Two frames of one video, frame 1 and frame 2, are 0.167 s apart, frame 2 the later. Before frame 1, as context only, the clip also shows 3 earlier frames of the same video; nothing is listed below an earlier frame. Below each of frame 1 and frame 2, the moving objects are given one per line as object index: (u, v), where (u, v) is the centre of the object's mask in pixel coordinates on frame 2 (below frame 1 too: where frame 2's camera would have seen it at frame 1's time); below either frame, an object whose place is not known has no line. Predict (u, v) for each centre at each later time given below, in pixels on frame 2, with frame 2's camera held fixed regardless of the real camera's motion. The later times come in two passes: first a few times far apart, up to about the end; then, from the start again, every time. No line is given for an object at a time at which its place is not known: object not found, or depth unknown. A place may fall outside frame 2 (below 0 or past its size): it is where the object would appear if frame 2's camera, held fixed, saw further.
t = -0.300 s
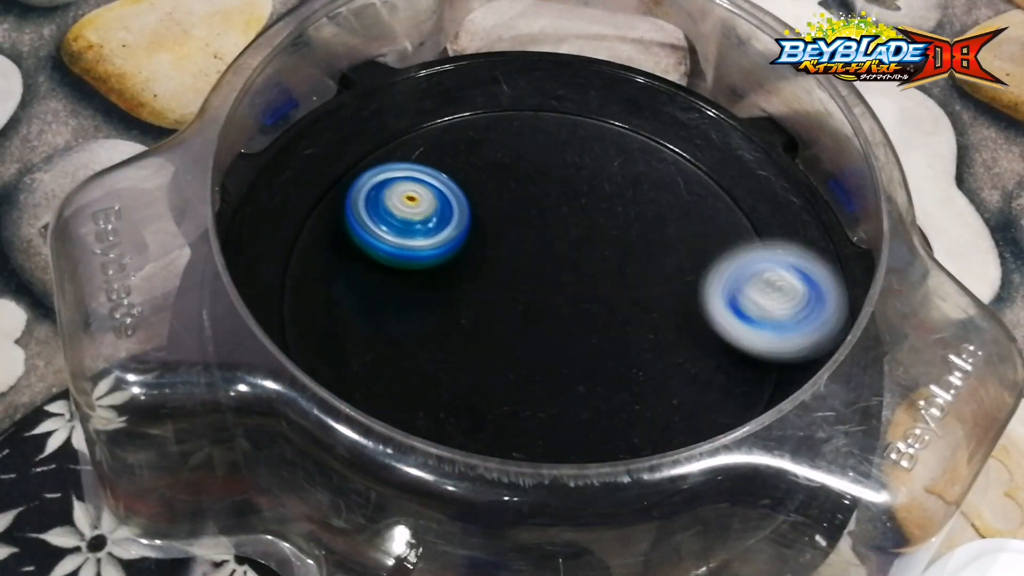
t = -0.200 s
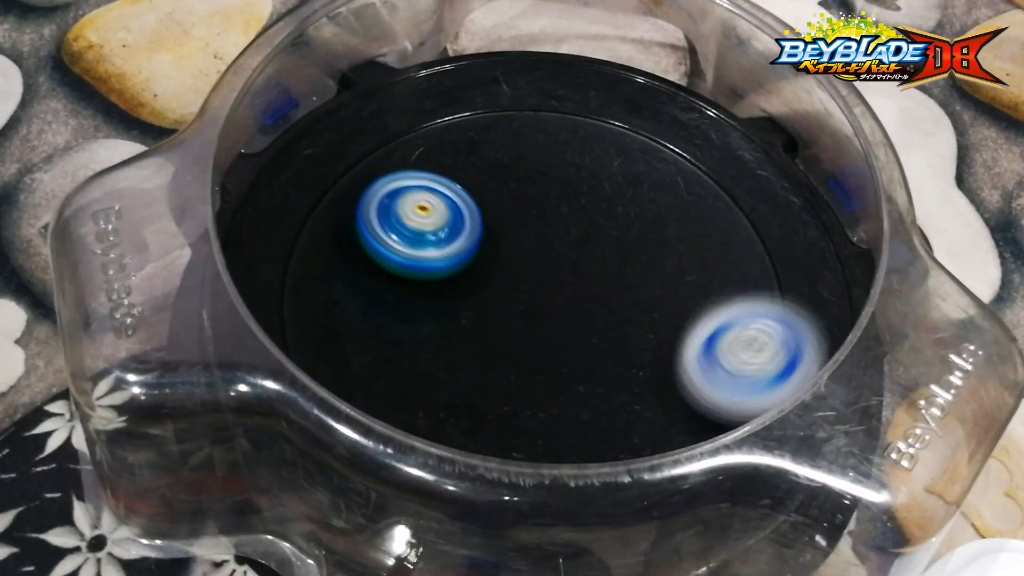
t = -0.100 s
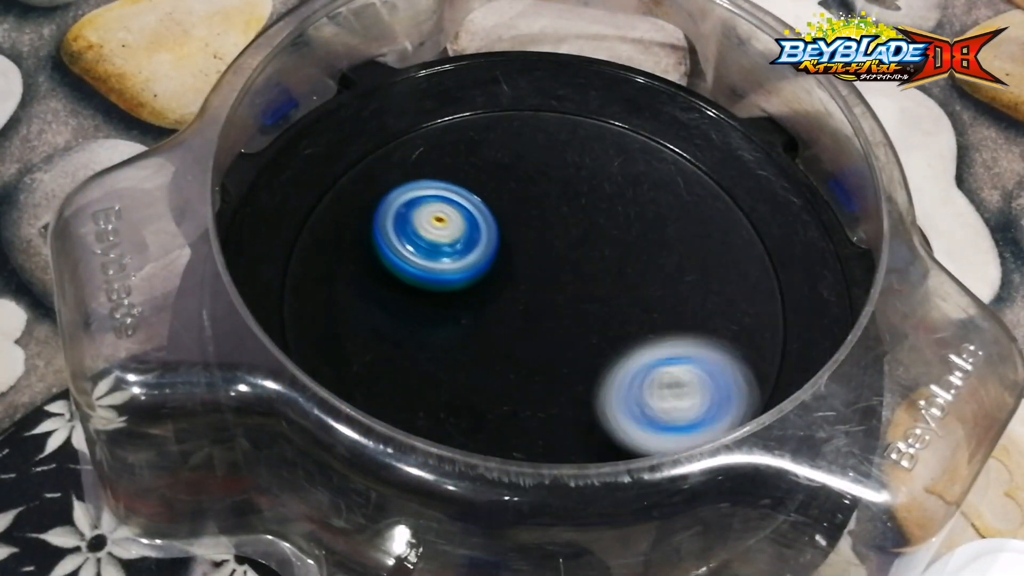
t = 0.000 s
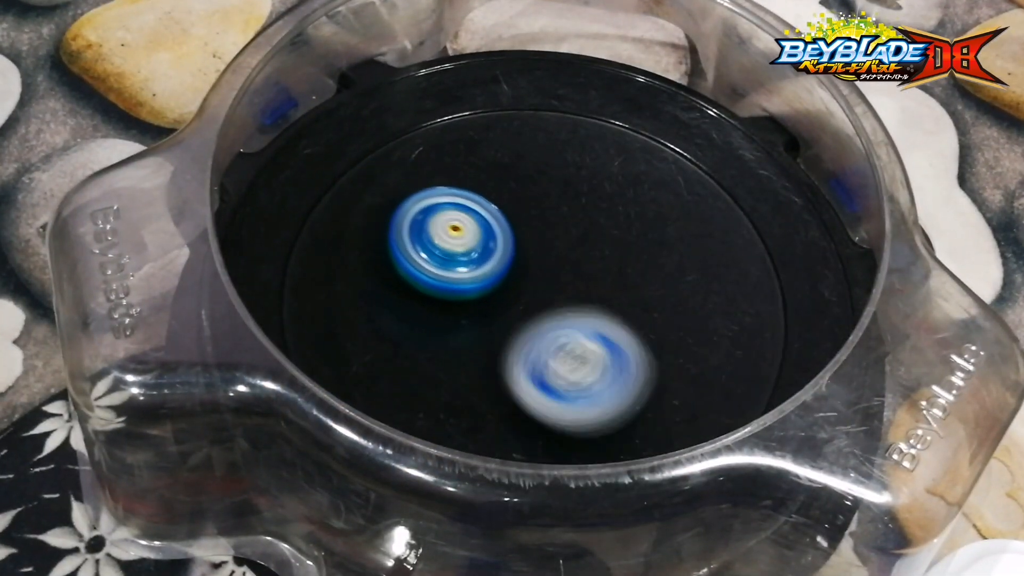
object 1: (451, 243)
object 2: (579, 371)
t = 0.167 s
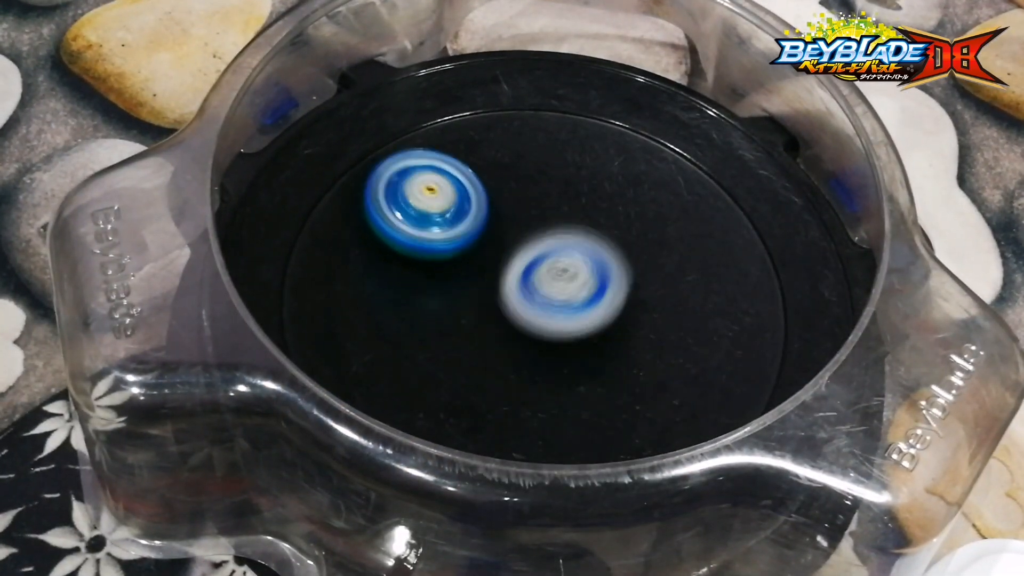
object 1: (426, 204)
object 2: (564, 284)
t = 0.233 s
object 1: (426, 202)
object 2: (595, 252)
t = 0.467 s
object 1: (468, 230)
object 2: (731, 266)
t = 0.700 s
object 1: (510, 249)
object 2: (577, 344)
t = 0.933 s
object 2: (442, 327)
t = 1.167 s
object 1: (588, 59)
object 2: (332, 307)
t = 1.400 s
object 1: (587, 95)
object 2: (436, 188)
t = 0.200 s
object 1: (424, 202)
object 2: (577, 268)
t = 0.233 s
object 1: (426, 202)
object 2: (595, 252)
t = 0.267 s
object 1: (429, 204)
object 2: (615, 238)
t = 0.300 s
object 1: (434, 207)
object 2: (636, 230)
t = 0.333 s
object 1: (439, 211)
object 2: (659, 227)
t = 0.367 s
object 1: (446, 215)
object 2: (682, 228)
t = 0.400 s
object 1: (453, 221)
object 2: (703, 234)
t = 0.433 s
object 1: (460, 225)
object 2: (721, 247)
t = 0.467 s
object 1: (468, 230)
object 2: (731, 266)
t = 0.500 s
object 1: (475, 235)
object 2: (732, 287)
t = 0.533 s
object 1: (482, 239)
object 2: (721, 309)
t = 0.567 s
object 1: (489, 243)
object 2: (701, 327)
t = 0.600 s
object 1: (496, 247)
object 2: (672, 341)
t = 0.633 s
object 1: (502, 250)
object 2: (639, 348)
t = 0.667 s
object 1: (508, 253)
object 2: (605, 346)
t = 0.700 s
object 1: (510, 249)
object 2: (577, 344)
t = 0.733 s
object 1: (508, 234)
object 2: (560, 353)
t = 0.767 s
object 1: (506, 224)
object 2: (542, 356)
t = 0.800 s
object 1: (507, 214)
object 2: (523, 352)
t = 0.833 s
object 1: (509, 209)
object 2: (503, 341)
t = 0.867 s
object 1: (510, 208)
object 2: (485, 323)
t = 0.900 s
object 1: (514, 204)
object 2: (468, 309)
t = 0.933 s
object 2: (442, 327)
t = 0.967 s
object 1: (547, 130)
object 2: (416, 344)
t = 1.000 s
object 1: (562, 100)
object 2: (395, 354)
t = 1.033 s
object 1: (571, 78)
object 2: (378, 355)
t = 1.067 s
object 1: (580, 71)
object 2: (365, 350)
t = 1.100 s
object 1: (584, 62)
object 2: (353, 340)
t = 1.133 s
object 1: (587, 60)
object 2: (341, 326)
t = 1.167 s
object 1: (588, 59)
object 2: (332, 307)
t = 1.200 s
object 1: (589, 59)
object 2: (327, 284)
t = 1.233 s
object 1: (589, 64)
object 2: (329, 260)
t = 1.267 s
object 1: (588, 68)
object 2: (340, 236)
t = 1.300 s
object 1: (588, 74)
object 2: (357, 218)
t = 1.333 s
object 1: (588, 81)
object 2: (381, 203)
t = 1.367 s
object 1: (587, 88)
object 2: (406, 194)
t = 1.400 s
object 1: (587, 95)
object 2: (436, 188)
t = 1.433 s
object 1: (584, 111)
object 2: (466, 189)
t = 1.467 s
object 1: (590, 119)
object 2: (481, 211)
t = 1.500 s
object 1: (634, 94)
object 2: (451, 264)
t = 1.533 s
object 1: (678, 78)
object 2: (417, 318)
